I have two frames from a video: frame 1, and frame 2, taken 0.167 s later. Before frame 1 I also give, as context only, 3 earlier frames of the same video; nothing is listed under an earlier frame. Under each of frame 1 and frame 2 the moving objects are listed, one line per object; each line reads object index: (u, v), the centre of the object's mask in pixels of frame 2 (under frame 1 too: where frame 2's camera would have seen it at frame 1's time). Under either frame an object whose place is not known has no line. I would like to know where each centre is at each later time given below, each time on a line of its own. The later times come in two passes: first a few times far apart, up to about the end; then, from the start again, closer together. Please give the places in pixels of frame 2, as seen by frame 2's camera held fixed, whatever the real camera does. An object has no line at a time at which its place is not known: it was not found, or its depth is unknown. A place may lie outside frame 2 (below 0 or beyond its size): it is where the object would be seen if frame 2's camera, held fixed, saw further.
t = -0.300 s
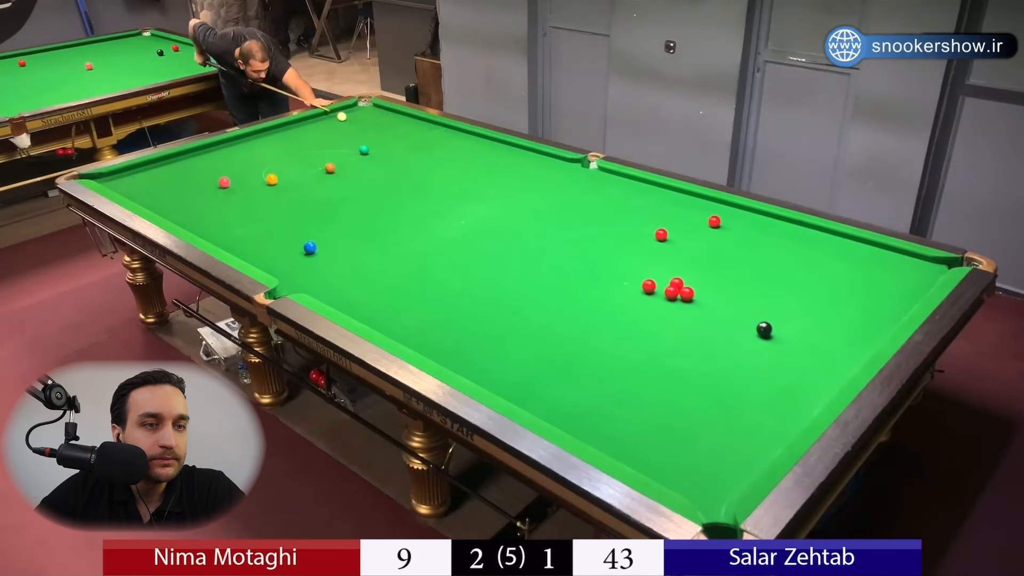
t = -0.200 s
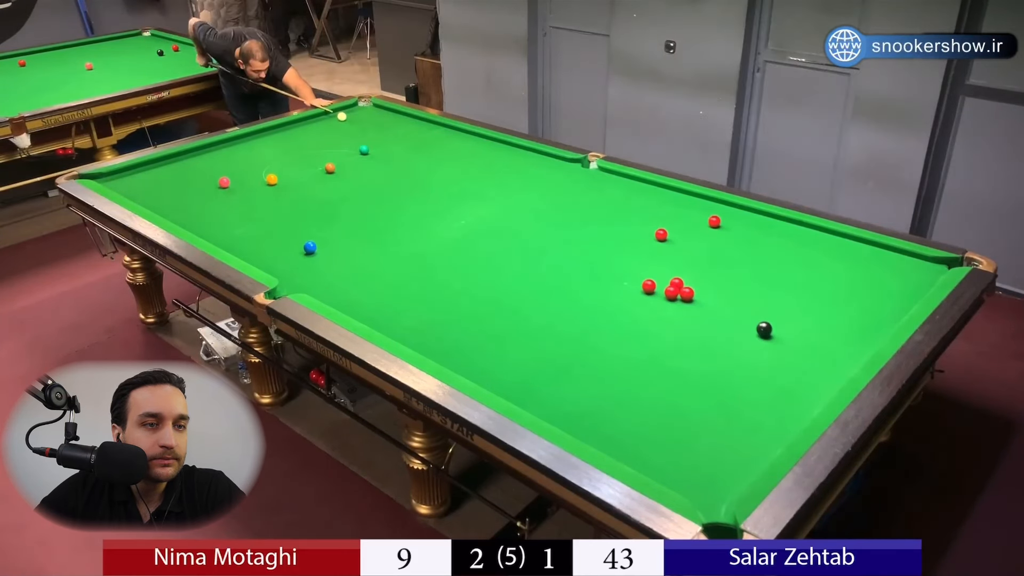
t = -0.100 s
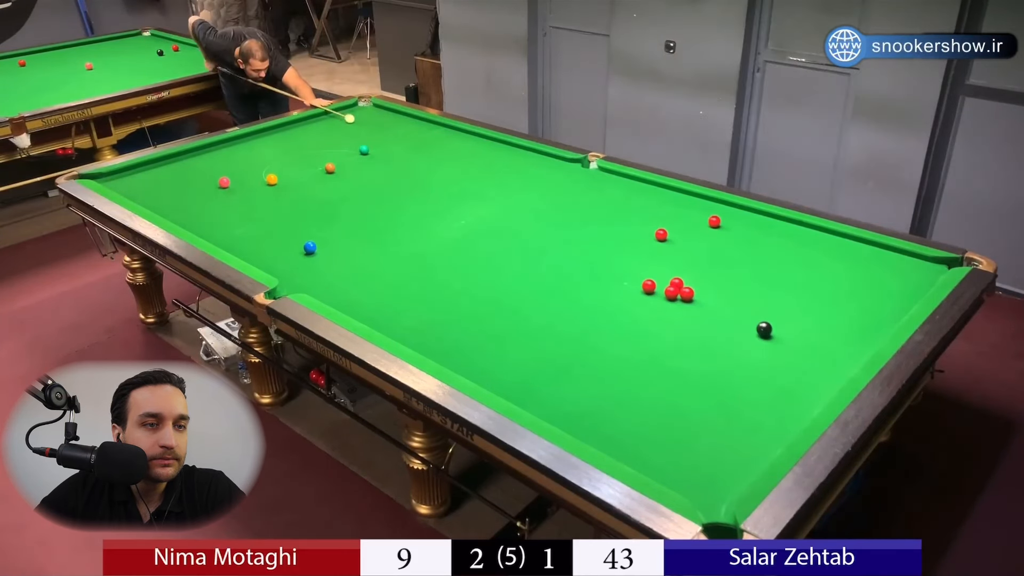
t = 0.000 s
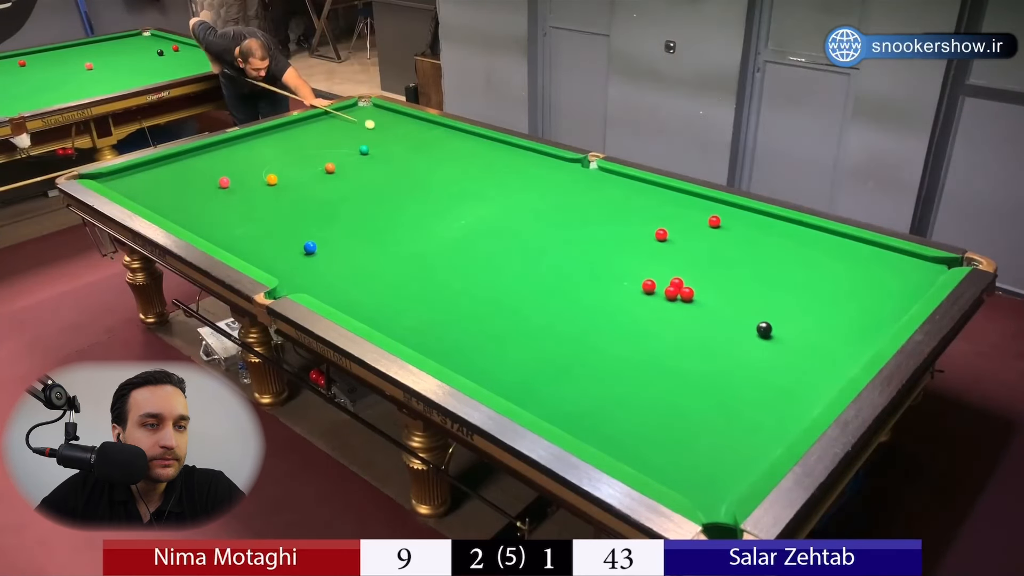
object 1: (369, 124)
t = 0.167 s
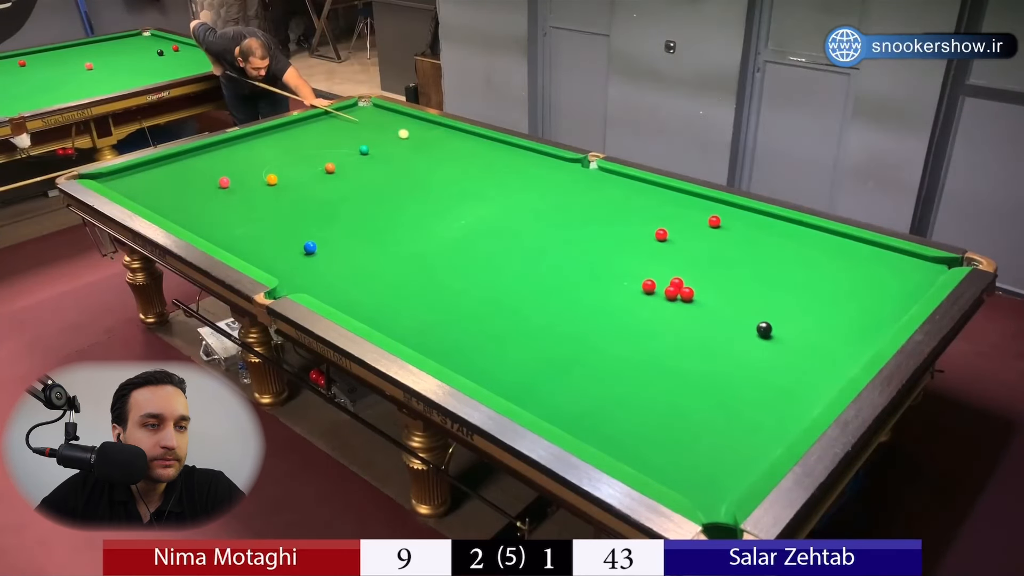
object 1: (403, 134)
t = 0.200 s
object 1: (410, 136)
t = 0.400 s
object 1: (454, 148)
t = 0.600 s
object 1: (500, 161)
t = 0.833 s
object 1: (559, 178)
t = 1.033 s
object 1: (615, 193)
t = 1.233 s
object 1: (675, 209)
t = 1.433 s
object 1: (717, 216)
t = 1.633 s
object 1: (744, 216)
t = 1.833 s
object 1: (770, 217)
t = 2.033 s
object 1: (783, 222)
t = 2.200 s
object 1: (791, 228)
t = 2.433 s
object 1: (801, 235)
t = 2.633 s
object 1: (810, 241)
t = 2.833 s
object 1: (819, 247)
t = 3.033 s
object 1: (827, 253)
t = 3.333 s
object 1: (839, 262)
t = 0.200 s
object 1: (410, 136)
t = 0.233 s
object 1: (417, 138)
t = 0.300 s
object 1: (432, 142)
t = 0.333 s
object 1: (439, 144)
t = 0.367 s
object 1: (446, 146)
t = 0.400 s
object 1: (454, 148)
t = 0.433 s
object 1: (461, 150)
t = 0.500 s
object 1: (476, 155)
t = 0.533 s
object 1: (484, 157)
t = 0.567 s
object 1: (492, 159)
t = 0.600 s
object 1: (500, 161)
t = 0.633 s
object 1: (508, 164)
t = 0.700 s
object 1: (525, 168)
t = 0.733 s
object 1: (533, 170)
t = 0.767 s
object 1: (542, 173)
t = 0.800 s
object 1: (551, 175)
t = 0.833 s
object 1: (559, 178)
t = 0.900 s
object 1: (577, 183)
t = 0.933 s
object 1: (587, 185)
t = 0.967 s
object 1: (596, 188)
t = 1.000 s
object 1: (605, 190)
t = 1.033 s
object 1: (615, 193)
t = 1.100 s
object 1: (634, 198)
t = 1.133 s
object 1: (644, 201)
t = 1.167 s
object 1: (654, 203)
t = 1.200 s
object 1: (665, 206)
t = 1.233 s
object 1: (675, 209)
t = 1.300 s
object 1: (697, 215)
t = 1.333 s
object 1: (706, 217)
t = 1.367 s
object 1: (709, 216)
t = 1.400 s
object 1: (713, 216)
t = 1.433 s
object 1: (717, 216)
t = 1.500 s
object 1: (725, 216)
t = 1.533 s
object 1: (730, 216)
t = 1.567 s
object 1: (734, 216)
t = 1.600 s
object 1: (739, 216)
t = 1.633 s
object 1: (744, 216)
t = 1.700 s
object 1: (753, 216)
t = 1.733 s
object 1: (757, 216)
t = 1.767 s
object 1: (761, 217)
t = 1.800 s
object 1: (766, 217)
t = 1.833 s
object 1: (770, 217)
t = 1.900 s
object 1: (776, 218)
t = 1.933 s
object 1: (778, 219)
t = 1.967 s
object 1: (779, 220)
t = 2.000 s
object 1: (781, 221)
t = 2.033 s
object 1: (783, 222)
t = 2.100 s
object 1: (786, 225)
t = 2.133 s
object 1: (787, 226)
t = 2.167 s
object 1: (789, 227)
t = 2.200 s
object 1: (791, 228)
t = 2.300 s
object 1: (795, 231)
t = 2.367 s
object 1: (798, 233)
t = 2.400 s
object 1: (800, 234)
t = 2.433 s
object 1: (801, 235)
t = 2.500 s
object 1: (804, 237)
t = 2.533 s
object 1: (806, 238)
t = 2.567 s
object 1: (807, 239)
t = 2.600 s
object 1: (809, 240)
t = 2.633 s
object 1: (810, 241)
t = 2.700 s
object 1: (813, 243)
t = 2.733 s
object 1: (815, 244)
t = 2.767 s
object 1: (816, 245)
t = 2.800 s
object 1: (817, 246)
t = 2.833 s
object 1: (819, 247)
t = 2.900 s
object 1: (822, 249)
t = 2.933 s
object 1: (823, 250)
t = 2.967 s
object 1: (824, 251)
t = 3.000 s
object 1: (826, 252)
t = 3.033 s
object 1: (827, 253)
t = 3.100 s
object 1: (830, 255)
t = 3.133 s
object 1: (831, 256)
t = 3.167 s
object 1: (832, 257)
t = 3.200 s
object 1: (834, 258)
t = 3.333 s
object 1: (839, 262)
